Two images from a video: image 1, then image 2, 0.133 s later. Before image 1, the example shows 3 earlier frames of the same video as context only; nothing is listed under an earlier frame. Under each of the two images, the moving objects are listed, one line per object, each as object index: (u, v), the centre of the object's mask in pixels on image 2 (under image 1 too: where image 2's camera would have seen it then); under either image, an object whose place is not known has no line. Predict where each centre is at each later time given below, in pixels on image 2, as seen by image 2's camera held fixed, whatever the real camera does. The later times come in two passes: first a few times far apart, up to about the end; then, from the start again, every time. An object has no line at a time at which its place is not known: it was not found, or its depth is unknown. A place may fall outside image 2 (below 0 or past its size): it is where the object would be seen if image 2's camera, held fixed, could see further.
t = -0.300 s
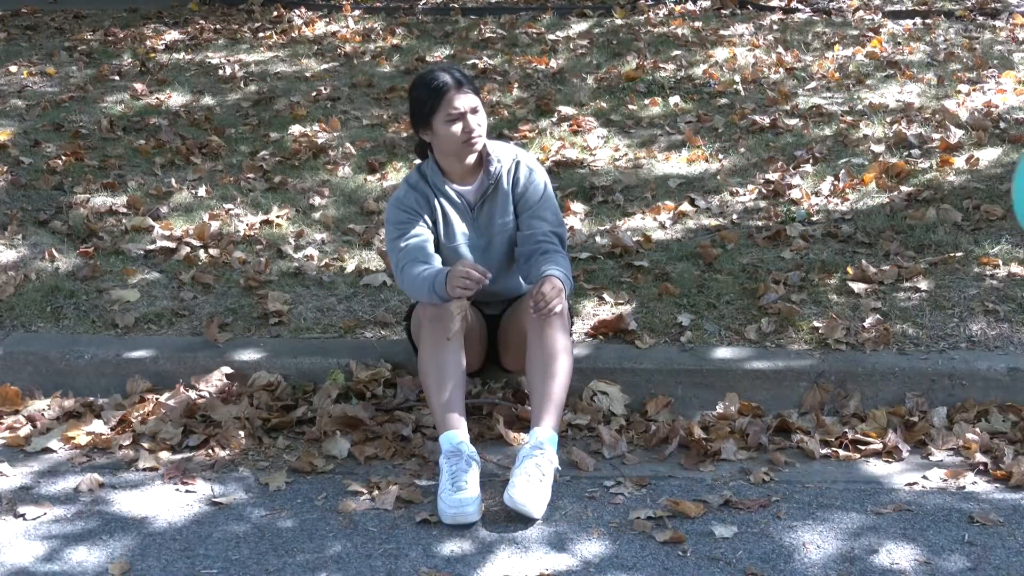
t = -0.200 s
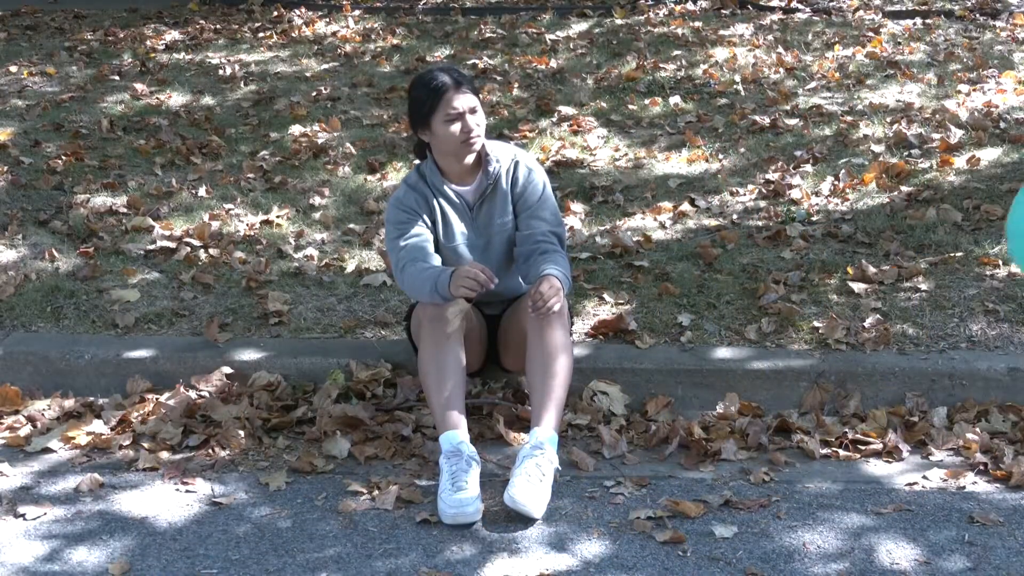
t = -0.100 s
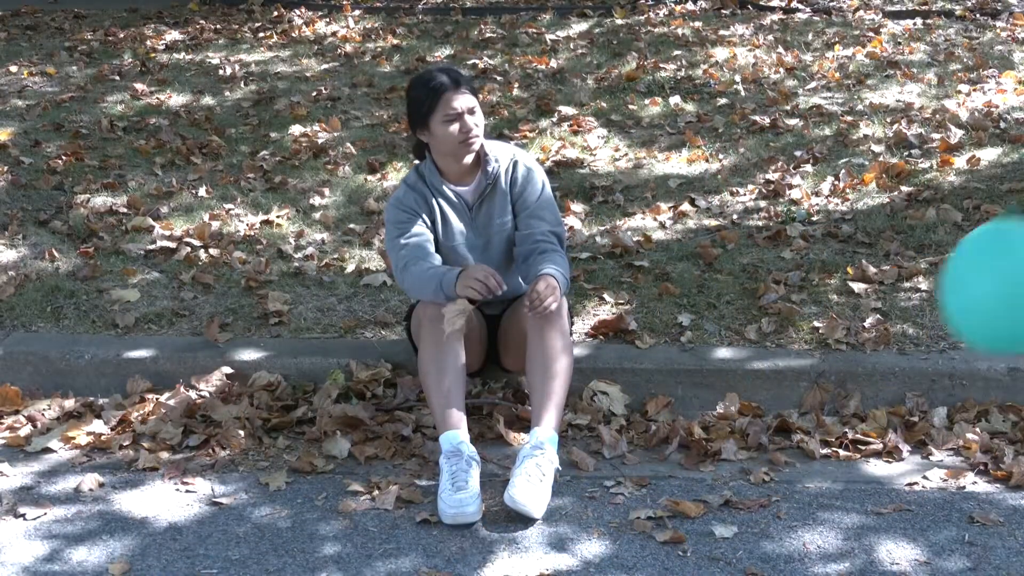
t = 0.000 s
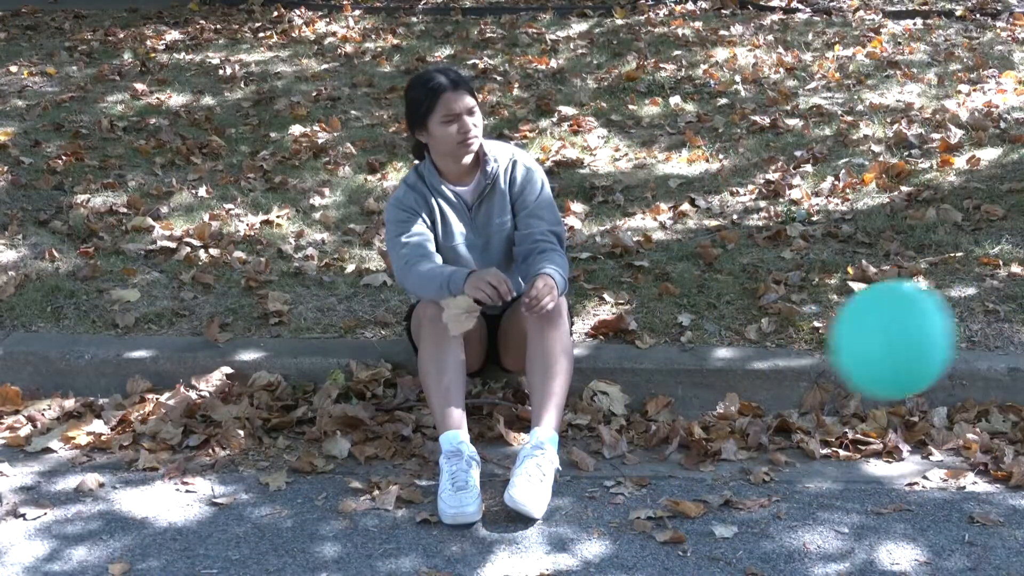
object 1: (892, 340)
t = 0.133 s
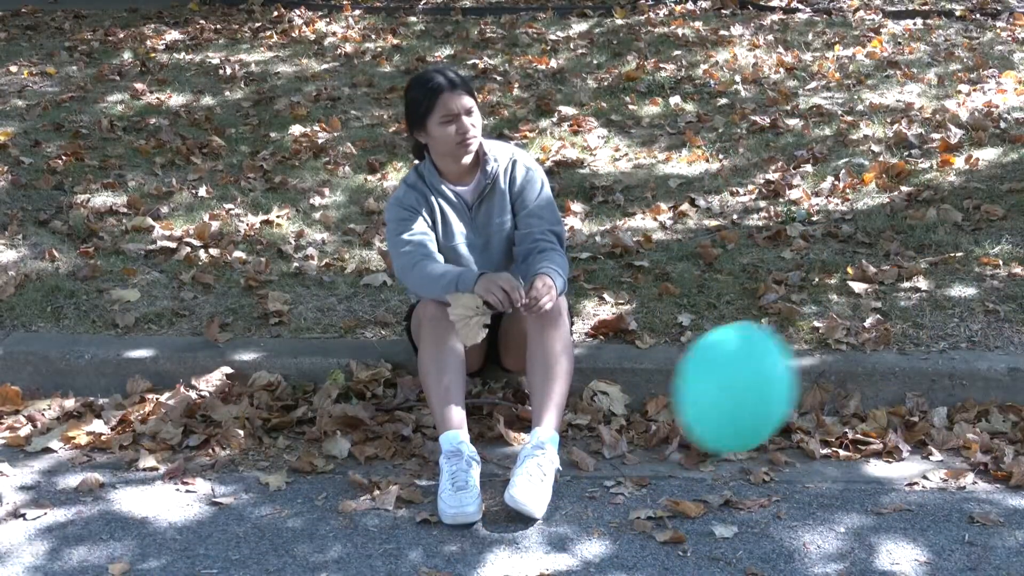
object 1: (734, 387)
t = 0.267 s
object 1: (600, 440)
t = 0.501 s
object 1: (399, 549)
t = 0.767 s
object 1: (183, 504)
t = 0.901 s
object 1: (66, 487)
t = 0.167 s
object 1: (697, 399)
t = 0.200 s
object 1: (663, 412)
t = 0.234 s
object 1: (629, 425)
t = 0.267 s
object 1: (600, 440)
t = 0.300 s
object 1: (566, 457)
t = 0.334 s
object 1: (536, 476)
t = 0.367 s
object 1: (504, 498)
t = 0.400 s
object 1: (474, 518)
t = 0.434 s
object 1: (450, 531)
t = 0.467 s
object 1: (424, 543)
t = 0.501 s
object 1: (399, 549)
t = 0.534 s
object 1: (375, 544)
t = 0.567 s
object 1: (348, 539)
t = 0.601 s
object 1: (322, 533)
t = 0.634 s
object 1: (296, 528)
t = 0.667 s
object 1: (270, 521)
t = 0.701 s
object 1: (243, 515)
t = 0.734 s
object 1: (214, 509)
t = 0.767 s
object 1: (183, 504)
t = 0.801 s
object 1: (153, 500)
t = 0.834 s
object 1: (122, 496)
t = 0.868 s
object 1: (93, 491)
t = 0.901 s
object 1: (66, 487)
